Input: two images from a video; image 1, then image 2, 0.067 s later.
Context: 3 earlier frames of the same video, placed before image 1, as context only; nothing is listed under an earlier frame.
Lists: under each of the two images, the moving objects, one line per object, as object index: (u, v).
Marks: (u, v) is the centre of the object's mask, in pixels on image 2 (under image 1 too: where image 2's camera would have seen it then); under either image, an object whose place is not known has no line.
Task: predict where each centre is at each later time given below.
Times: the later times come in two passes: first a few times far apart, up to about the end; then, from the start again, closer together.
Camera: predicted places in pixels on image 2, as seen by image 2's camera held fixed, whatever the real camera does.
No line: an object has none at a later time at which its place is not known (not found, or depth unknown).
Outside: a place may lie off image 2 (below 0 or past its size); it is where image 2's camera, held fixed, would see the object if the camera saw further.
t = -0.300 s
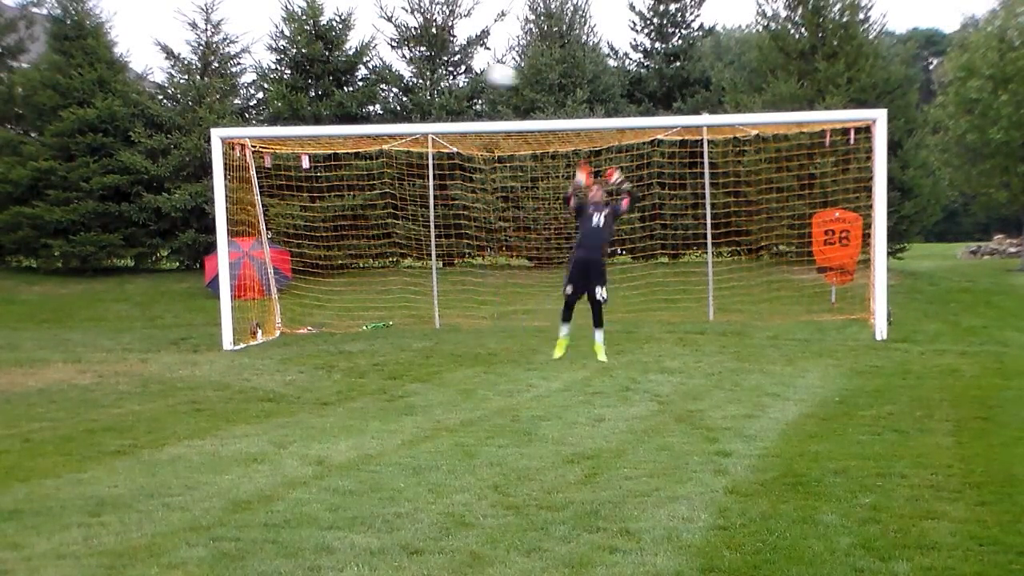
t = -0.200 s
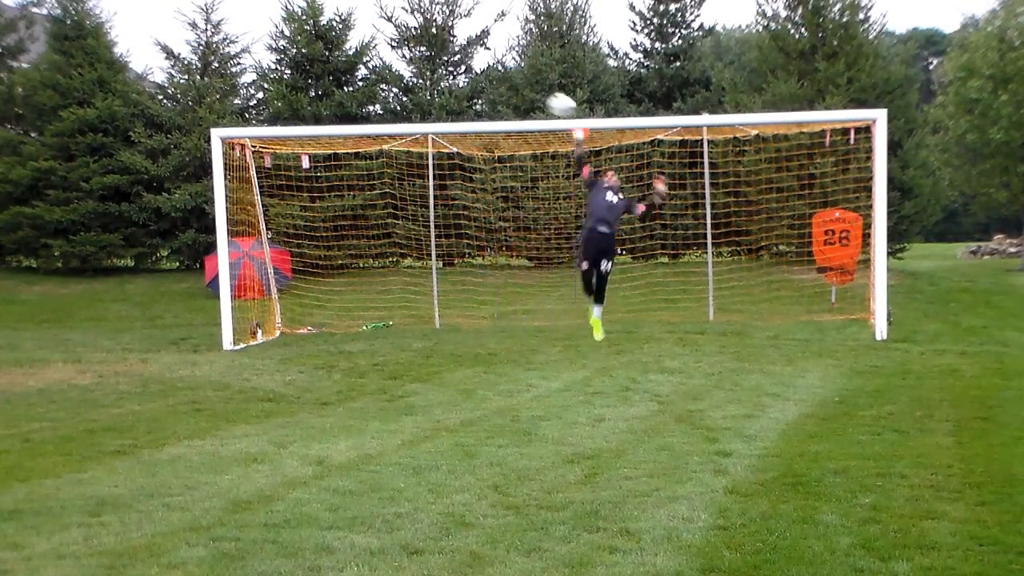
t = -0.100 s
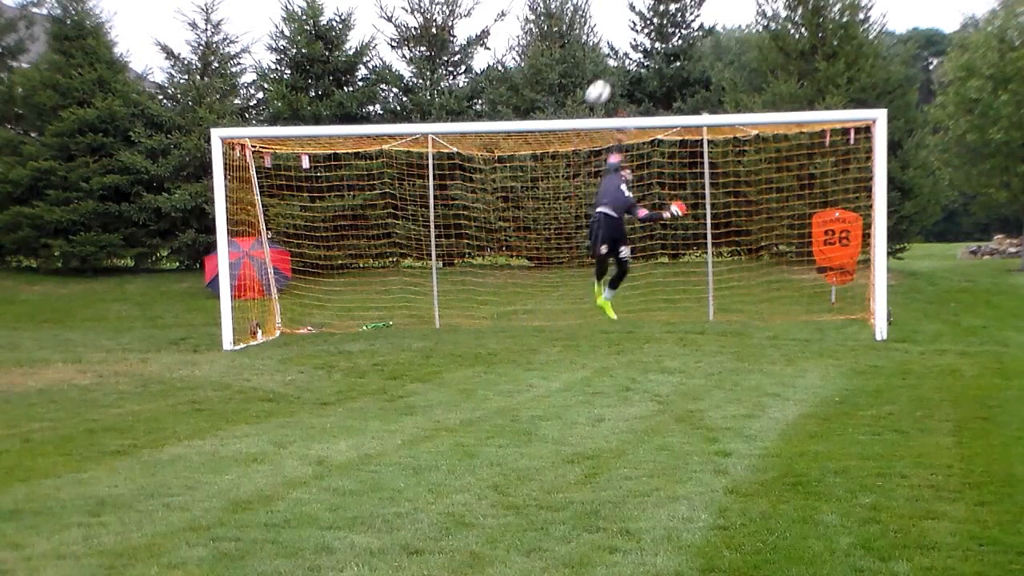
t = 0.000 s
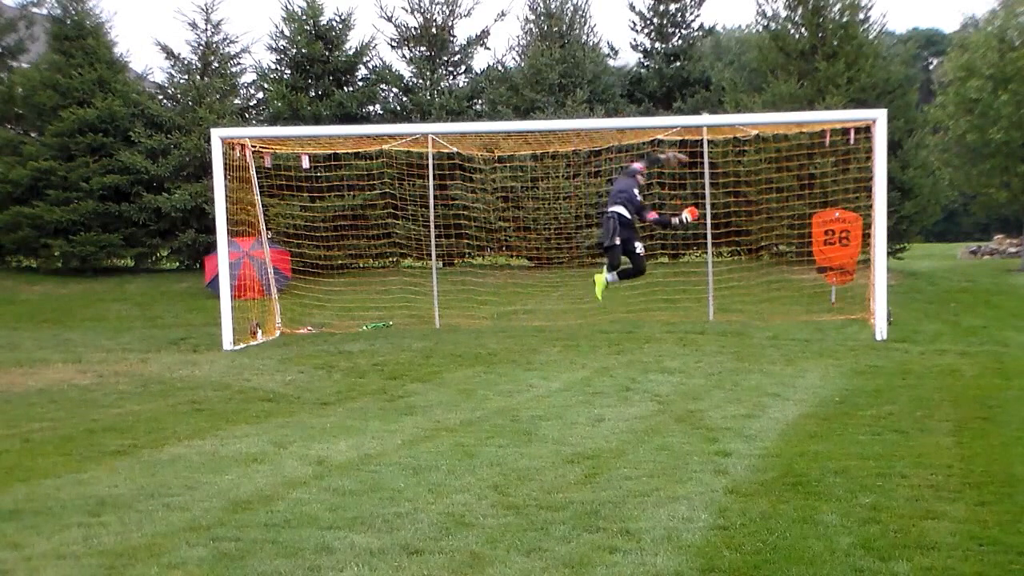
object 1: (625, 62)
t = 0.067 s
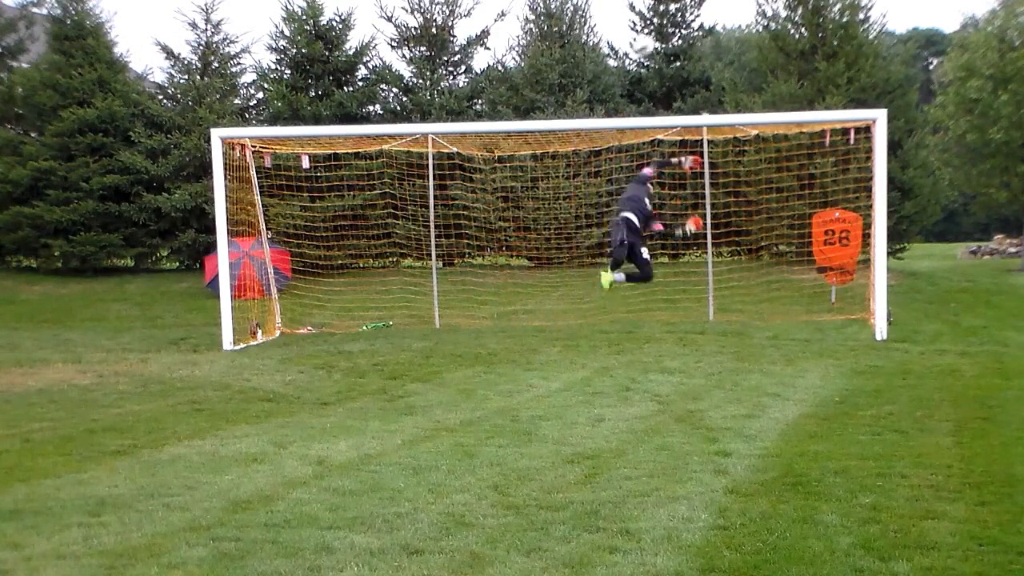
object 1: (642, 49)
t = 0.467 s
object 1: (728, 49)
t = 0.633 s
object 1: (756, 87)
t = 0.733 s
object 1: (770, 111)
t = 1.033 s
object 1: (808, 250)
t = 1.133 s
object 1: (809, 236)
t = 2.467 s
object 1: (860, 272)
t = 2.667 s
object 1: (865, 280)
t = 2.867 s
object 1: (869, 293)
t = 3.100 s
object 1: (892, 297)
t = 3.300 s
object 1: (900, 299)
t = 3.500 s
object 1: (910, 301)
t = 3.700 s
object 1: (917, 303)
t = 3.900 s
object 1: (925, 305)
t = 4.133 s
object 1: (933, 307)
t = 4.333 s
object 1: (938, 308)
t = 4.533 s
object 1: (942, 310)
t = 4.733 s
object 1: (946, 311)
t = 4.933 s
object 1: (948, 311)
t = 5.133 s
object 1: (948, 311)
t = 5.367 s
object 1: (947, 312)
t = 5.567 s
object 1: (948, 312)
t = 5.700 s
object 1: (948, 312)
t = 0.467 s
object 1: (728, 49)
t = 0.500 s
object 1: (734, 54)
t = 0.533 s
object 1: (740, 62)
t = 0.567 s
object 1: (745, 70)
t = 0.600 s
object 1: (751, 79)
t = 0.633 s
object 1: (756, 87)
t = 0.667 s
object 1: (761, 98)
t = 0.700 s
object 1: (766, 106)
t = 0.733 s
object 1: (770, 111)
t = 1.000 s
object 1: (805, 233)
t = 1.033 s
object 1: (808, 250)
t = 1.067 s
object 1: (812, 264)
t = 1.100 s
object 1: (810, 251)
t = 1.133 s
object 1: (809, 236)
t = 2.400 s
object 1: (860, 262)
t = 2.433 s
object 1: (860, 266)
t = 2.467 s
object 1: (860, 272)
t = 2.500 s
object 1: (860, 280)
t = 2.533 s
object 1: (860, 287)
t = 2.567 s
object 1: (862, 286)
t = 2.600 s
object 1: (863, 284)
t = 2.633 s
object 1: (864, 282)
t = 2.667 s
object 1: (865, 280)
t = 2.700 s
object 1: (865, 280)
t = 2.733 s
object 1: (866, 281)
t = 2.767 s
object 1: (867, 281)
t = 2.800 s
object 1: (868, 284)
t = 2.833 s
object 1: (868, 287)
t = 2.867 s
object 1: (869, 293)
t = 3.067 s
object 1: (890, 296)
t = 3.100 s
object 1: (892, 297)
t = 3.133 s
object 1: (893, 297)
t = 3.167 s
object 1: (894, 298)
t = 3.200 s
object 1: (895, 299)
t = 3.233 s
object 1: (896, 299)
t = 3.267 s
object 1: (898, 299)
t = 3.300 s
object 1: (900, 299)
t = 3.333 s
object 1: (902, 300)
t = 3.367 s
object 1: (903, 300)
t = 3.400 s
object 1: (906, 300)
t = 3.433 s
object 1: (907, 301)
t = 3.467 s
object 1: (908, 301)
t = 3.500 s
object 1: (910, 301)
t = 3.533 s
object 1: (911, 301)
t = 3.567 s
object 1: (912, 301)
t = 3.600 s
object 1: (914, 302)
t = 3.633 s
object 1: (915, 302)
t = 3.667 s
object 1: (916, 303)
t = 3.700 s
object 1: (917, 303)
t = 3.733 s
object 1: (919, 303)
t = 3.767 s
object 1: (920, 304)
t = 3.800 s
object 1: (922, 304)
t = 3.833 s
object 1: (923, 304)
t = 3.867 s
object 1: (924, 305)
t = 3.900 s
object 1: (925, 305)
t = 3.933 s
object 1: (926, 305)
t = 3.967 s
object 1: (928, 305)
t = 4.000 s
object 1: (929, 306)
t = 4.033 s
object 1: (930, 307)
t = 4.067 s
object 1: (931, 307)
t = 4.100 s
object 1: (932, 306)
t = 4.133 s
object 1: (933, 307)
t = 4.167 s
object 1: (934, 307)
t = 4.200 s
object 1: (935, 308)
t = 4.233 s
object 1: (936, 308)
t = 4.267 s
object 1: (936, 308)
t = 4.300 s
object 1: (937, 308)
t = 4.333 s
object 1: (938, 308)
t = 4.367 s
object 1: (939, 309)
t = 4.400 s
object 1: (940, 309)
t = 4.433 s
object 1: (940, 309)
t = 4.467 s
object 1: (940, 309)
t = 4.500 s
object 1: (941, 309)
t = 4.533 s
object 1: (942, 310)
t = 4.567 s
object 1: (942, 310)
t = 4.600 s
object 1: (943, 310)
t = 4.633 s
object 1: (944, 310)
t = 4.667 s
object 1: (944, 311)
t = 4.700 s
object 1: (945, 311)
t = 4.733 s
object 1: (946, 311)
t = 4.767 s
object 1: (946, 311)
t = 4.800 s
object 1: (947, 311)
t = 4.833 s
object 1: (947, 311)
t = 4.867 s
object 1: (947, 311)
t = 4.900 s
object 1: (948, 311)
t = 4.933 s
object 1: (948, 311)
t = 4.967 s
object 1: (948, 311)
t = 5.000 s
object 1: (948, 312)
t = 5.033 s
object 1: (948, 312)
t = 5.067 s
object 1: (948, 311)
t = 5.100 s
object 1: (948, 311)
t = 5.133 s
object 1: (948, 311)
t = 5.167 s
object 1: (948, 311)
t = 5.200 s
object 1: (947, 312)
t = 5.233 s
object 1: (947, 312)
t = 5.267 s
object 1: (947, 311)
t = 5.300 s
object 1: (947, 311)
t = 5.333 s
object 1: (947, 312)
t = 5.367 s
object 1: (947, 312)
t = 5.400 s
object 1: (948, 312)
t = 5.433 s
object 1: (948, 312)
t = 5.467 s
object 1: (948, 312)
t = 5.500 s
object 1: (948, 312)
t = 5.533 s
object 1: (948, 312)
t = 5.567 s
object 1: (948, 312)
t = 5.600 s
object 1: (948, 312)
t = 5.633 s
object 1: (948, 312)
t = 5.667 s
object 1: (948, 312)
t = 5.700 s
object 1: (948, 312)
